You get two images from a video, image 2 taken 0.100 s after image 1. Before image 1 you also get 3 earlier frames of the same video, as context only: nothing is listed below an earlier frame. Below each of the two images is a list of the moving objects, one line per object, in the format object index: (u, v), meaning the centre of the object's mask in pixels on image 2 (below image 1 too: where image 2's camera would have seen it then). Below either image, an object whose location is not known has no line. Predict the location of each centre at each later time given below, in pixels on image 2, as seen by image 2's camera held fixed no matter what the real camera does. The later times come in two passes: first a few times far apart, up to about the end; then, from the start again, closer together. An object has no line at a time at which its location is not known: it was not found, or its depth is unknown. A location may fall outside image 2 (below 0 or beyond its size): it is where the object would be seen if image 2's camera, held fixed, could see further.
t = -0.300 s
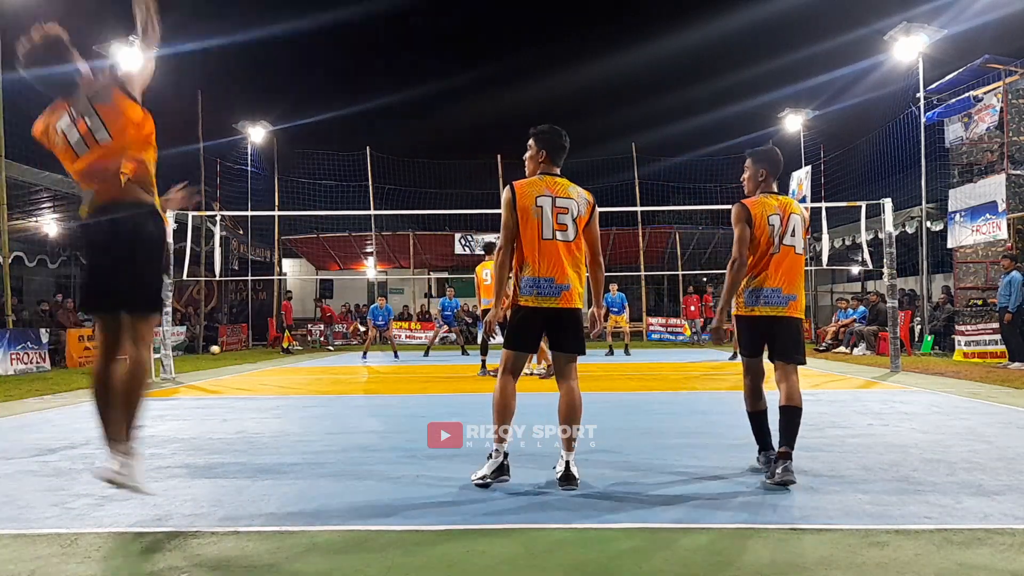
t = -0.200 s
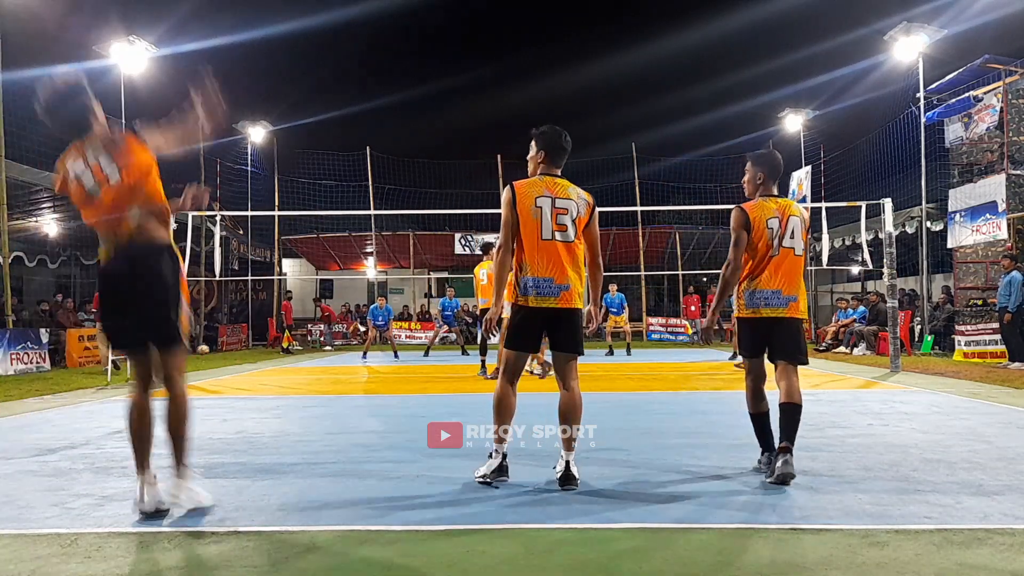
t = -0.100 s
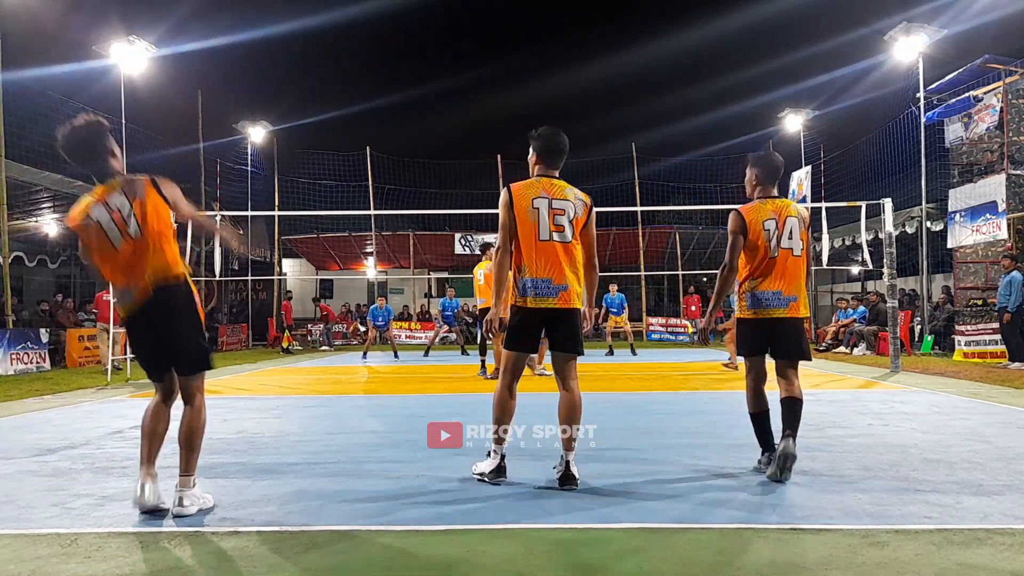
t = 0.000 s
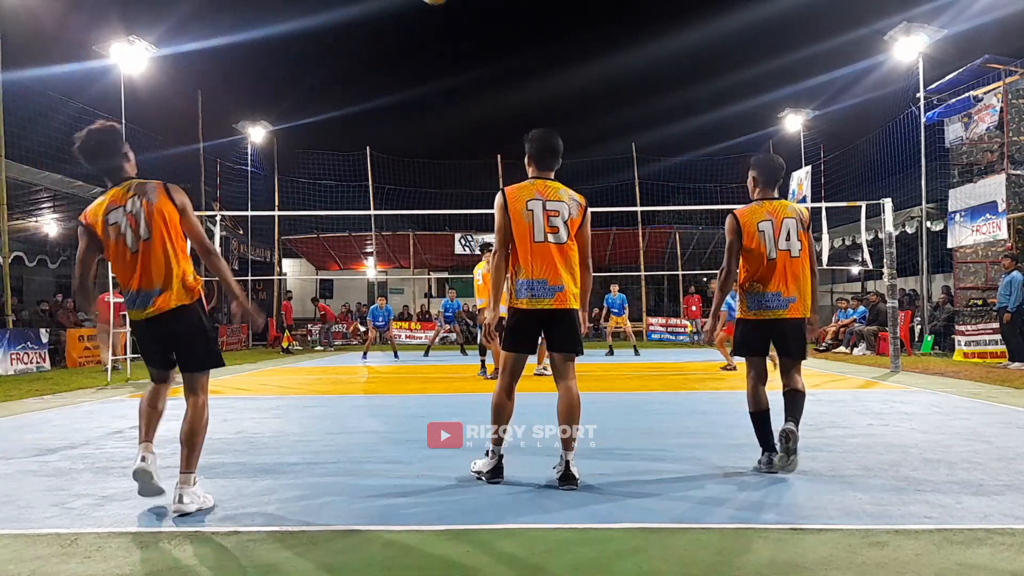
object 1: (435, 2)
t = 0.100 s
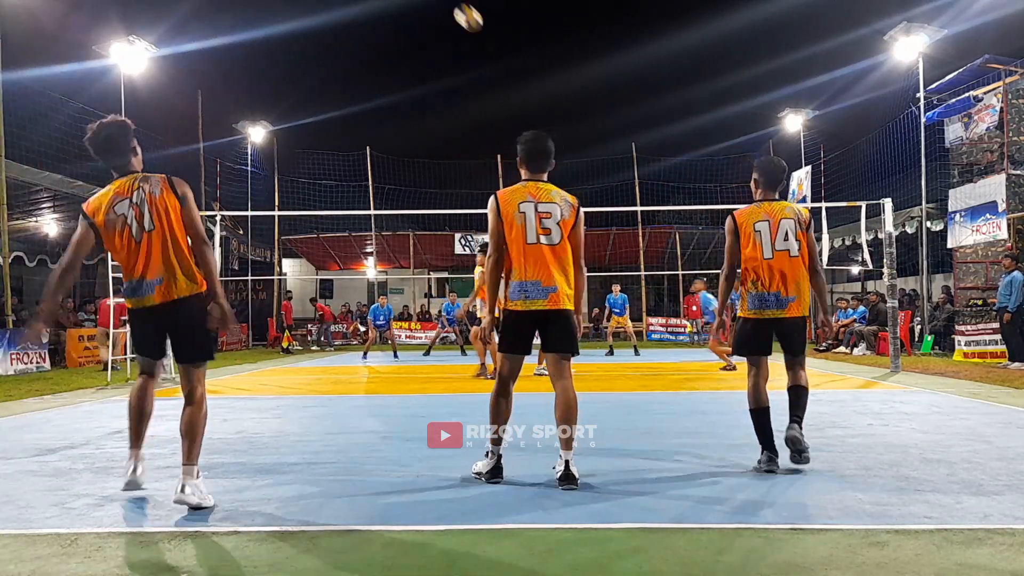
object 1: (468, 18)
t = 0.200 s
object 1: (496, 48)
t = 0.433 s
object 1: (541, 124)
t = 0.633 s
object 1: (565, 190)
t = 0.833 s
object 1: (584, 258)
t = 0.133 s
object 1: (479, 28)
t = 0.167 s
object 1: (488, 38)
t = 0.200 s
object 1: (496, 48)
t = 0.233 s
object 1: (504, 58)
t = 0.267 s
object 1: (512, 69)
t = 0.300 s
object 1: (518, 80)
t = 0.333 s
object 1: (525, 91)
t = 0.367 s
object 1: (530, 102)
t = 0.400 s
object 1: (536, 113)
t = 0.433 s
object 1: (541, 124)
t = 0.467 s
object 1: (545, 135)
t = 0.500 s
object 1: (550, 146)
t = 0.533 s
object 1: (554, 157)
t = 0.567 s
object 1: (558, 168)
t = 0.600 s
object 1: (561, 179)
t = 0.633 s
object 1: (565, 190)
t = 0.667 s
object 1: (568, 200)
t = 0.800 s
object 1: (581, 247)
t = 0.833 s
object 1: (584, 258)
